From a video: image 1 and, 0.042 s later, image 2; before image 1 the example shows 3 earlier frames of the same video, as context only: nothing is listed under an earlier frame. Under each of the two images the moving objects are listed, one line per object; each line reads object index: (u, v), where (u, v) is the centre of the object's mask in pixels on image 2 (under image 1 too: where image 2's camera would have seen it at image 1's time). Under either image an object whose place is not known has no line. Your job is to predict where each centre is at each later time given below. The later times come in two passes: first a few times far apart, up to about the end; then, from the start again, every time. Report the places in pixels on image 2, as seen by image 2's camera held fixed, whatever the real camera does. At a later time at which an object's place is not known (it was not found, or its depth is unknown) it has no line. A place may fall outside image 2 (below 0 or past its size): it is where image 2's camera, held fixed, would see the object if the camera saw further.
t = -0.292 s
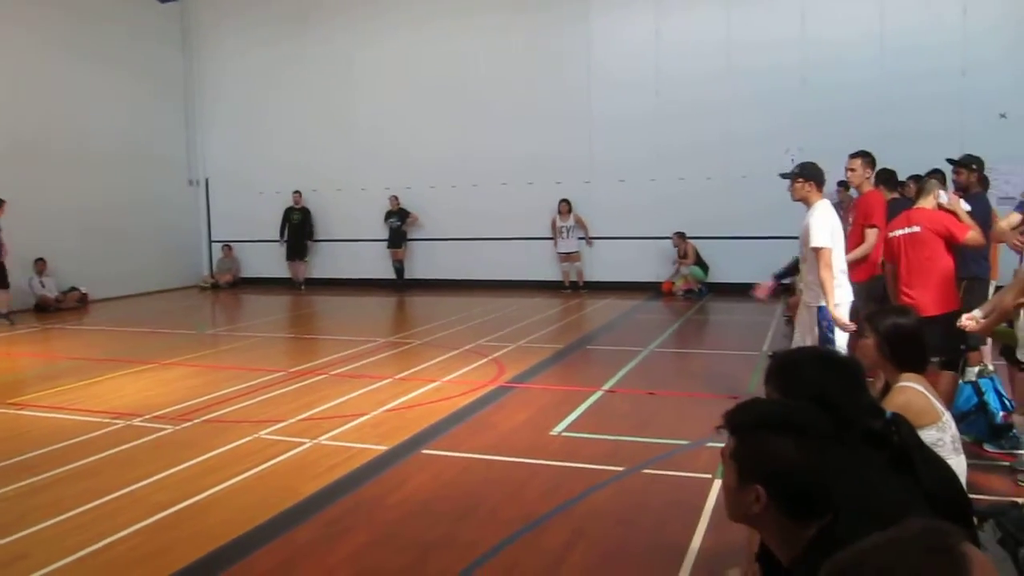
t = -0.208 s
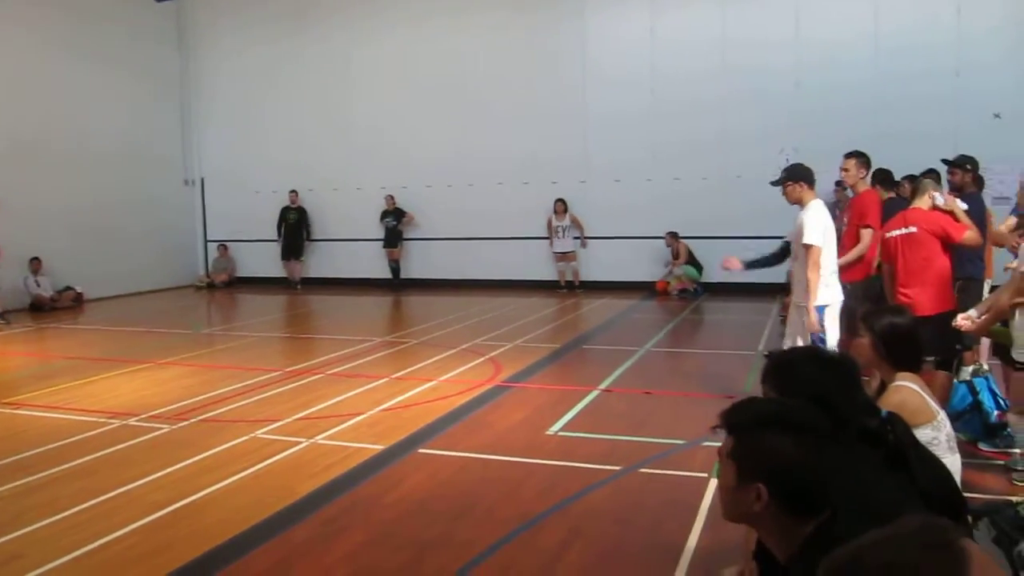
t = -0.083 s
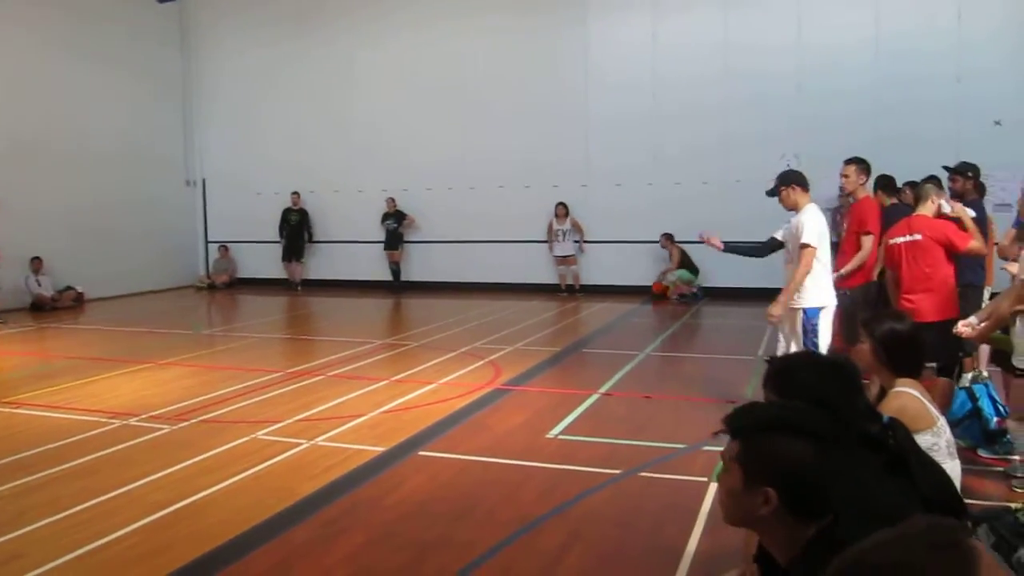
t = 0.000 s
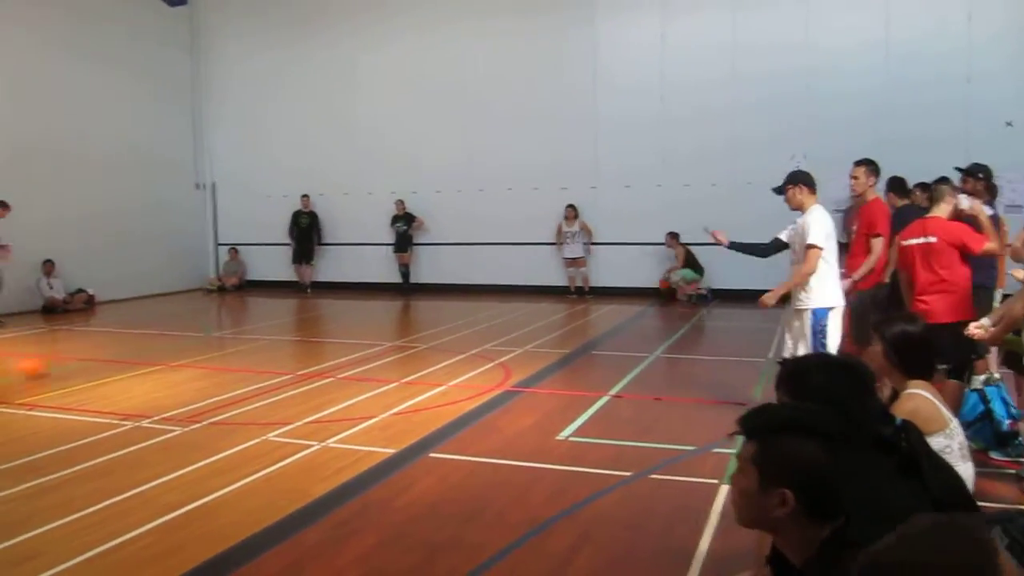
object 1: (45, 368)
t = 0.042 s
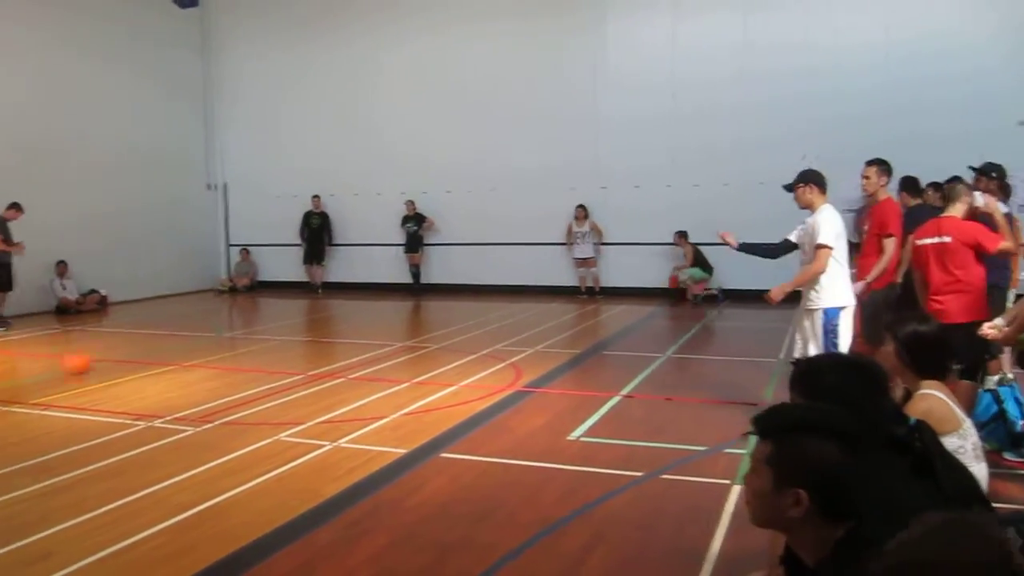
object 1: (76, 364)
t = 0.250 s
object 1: (194, 344)
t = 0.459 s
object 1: (273, 331)
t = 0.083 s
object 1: (105, 357)
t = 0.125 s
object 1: (130, 353)
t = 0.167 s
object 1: (155, 349)
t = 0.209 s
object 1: (174, 347)
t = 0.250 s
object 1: (194, 344)
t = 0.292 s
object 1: (212, 341)
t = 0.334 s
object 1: (228, 338)
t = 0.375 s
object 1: (244, 336)
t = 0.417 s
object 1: (259, 333)
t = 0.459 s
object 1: (273, 331)
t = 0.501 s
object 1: (285, 329)
